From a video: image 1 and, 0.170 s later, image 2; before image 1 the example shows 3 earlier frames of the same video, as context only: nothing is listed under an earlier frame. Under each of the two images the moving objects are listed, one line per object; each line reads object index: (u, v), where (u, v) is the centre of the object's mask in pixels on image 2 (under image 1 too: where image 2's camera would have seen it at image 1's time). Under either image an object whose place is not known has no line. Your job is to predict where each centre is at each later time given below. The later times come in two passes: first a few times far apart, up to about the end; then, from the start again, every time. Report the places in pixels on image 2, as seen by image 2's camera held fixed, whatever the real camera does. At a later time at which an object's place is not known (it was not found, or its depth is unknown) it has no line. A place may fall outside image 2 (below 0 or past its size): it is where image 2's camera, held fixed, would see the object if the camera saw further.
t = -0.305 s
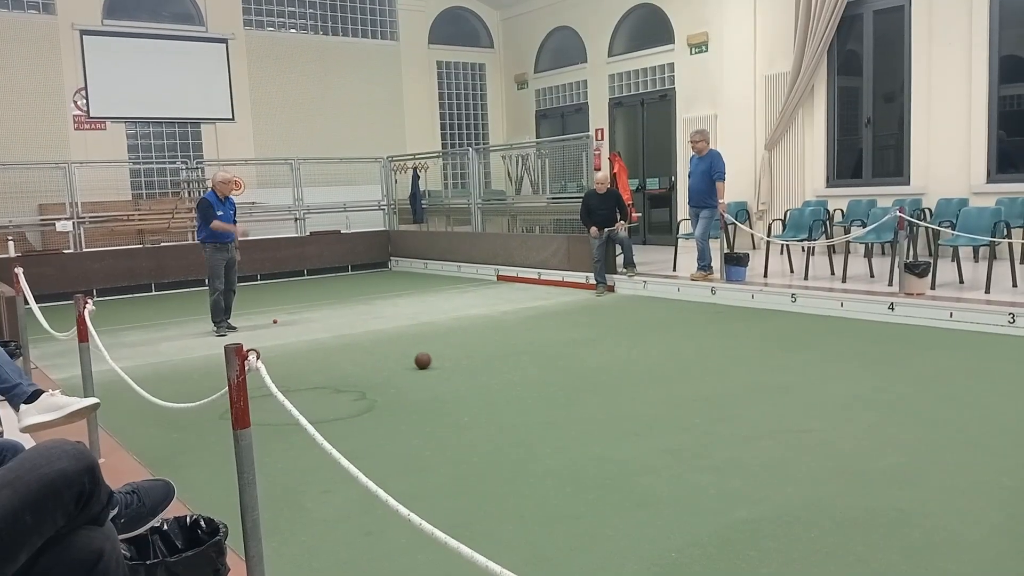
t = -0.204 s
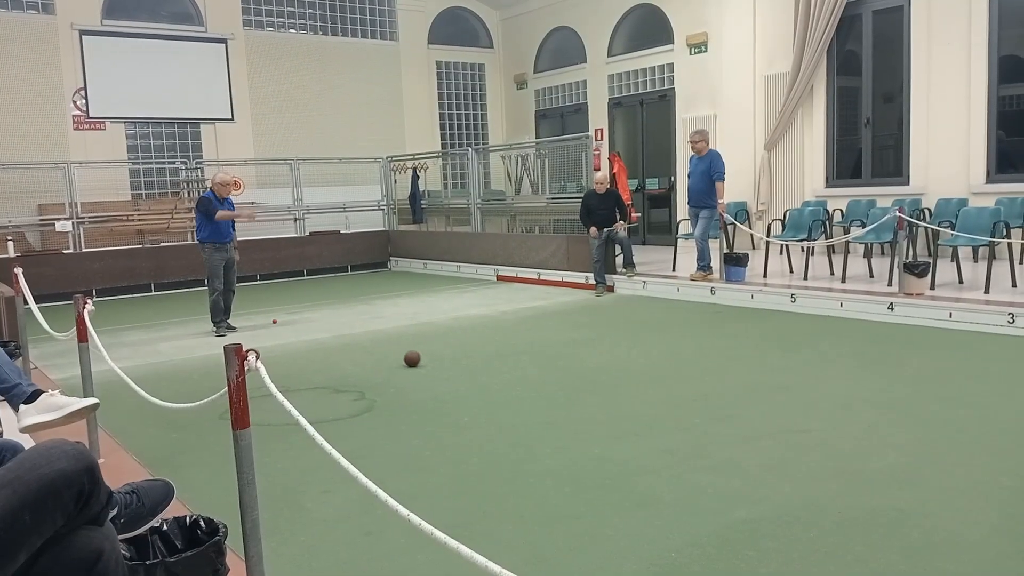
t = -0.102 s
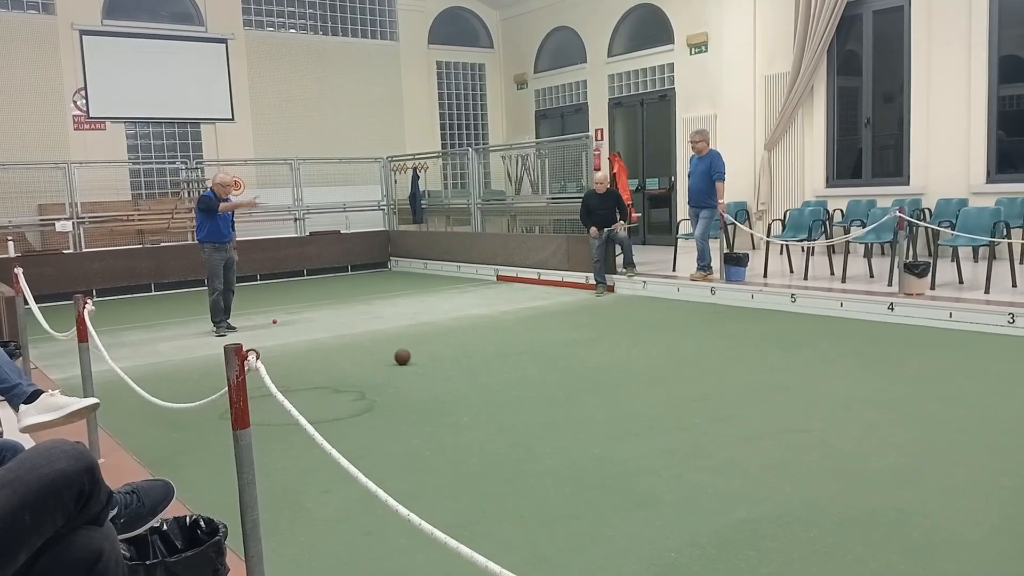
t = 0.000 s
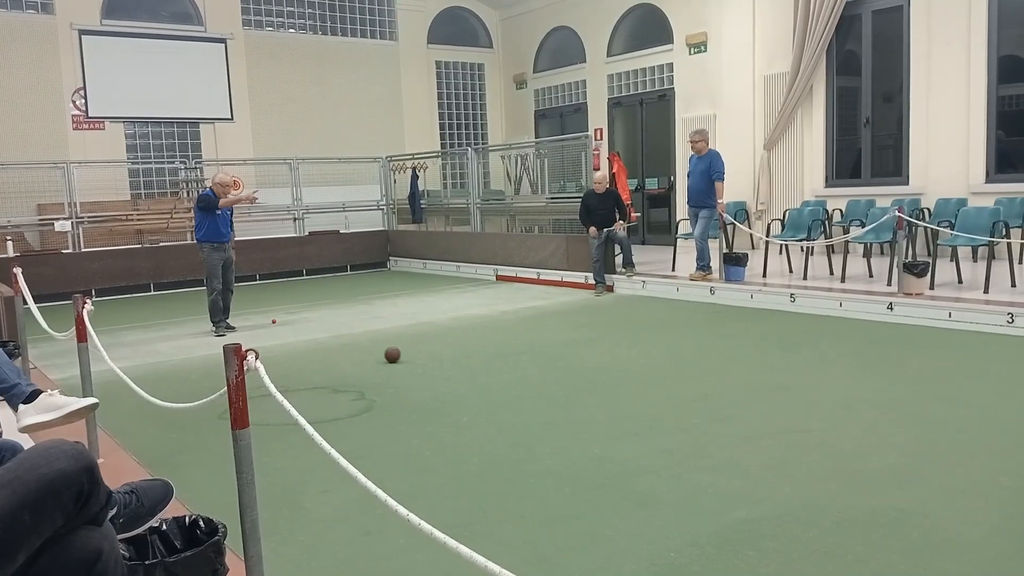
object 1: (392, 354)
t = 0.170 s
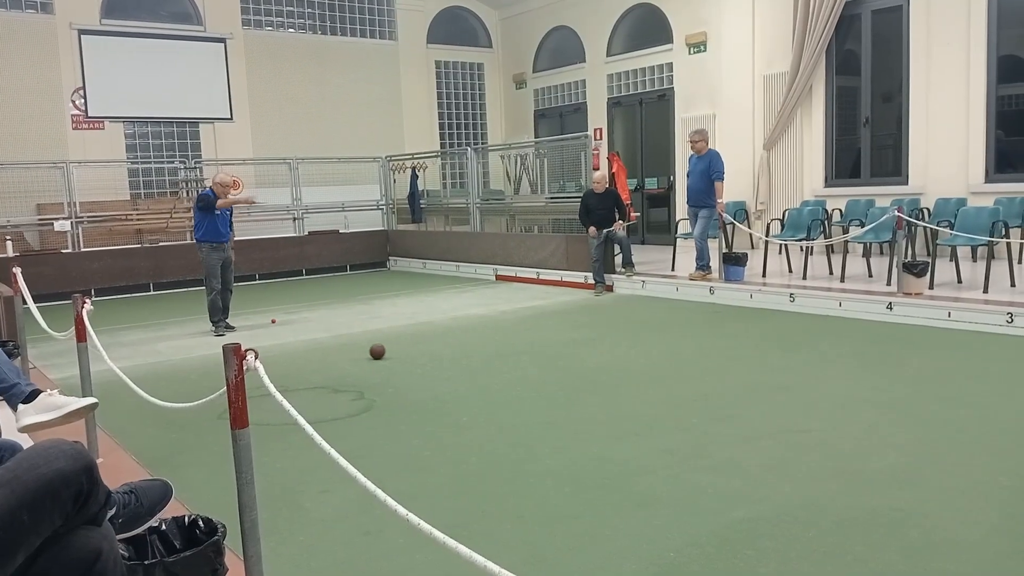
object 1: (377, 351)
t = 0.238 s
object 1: (372, 350)
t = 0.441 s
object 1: (356, 347)
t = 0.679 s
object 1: (339, 343)
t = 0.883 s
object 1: (326, 341)
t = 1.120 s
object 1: (312, 337)
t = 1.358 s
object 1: (300, 335)
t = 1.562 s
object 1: (289, 332)
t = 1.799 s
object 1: (279, 329)
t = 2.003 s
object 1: (271, 328)
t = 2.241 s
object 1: (263, 326)
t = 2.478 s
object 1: (255, 323)
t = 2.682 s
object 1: (249, 322)
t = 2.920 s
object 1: (242, 320)
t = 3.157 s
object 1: (237, 319)
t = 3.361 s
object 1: (233, 317)
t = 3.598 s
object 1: (228, 316)
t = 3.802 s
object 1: (224, 315)
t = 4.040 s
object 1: (220, 313)
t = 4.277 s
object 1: (217, 312)
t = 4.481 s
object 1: (213, 311)
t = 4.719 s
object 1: (210, 310)
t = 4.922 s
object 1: (208, 309)
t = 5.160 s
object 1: (205, 309)
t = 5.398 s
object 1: (202, 308)
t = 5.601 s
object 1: (199, 307)
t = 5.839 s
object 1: (197, 307)
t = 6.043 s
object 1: (196, 306)
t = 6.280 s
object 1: (194, 306)
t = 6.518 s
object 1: (192, 305)
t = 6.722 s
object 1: (190, 305)
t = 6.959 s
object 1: (189, 304)
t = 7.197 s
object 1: (188, 304)
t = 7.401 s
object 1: (187, 303)
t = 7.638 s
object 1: (186, 303)
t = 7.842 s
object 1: (186, 303)
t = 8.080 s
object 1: (185, 303)
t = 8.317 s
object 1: (184, 302)
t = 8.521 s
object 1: (183, 302)
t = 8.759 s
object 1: (183, 302)
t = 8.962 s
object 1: (184, 302)
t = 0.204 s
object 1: (374, 351)
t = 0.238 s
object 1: (372, 350)
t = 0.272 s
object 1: (369, 350)
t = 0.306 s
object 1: (366, 349)
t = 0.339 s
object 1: (363, 349)
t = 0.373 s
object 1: (361, 348)
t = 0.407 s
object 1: (358, 347)
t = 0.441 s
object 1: (356, 347)
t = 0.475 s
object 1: (353, 346)
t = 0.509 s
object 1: (351, 346)
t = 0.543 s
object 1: (348, 345)
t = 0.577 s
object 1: (346, 345)
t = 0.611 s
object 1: (343, 344)
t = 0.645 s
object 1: (341, 344)
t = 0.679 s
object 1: (339, 343)
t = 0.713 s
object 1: (337, 343)
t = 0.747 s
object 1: (335, 342)
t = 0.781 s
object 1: (332, 342)
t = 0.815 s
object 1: (330, 342)
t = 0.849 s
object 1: (328, 341)
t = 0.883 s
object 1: (326, 341)
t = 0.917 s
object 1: (324, 340)
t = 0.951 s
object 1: (322, 340)
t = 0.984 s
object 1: (320, 339)
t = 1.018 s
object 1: (318, 339)
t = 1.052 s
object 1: (316, 338)
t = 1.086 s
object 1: (314, 338)
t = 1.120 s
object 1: (312, 337)
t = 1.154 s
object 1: (310, 337)
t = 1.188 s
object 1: (308, 337)
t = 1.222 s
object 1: (307, 336)
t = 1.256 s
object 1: (305, 336)
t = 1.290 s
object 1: (303, 335)
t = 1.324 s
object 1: (302, 335)
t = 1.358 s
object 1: (300, 335)
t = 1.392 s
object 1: (298, 334)
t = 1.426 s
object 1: (297, 334)
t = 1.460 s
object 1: (295, 333)
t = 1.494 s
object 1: (294, 333)
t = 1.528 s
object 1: (292, 333)
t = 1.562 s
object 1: (289, 332)
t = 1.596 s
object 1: (287, 332)
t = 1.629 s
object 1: (286, 331)
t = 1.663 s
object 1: (285, 331)
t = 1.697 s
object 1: (283, 330)
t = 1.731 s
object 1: (282, 330)
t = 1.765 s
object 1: (280, 330)
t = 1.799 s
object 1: (279, 329)
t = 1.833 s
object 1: (278, 329)
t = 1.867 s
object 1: (276, 329)
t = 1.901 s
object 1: (275, 329)
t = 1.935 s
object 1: (273, 328)
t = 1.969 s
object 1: (272, 328)
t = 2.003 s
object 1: (271, 328)
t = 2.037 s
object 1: (270, 327)
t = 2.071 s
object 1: (269, 327)
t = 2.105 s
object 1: (267, 327)
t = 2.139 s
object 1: (266, 326)
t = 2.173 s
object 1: (265, 326)
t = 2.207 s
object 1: (264, 326)
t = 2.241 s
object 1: (263, 326)
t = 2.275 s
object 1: (261, 325)
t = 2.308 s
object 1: (260, 325)
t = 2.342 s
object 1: (259, 325)
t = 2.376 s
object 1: (258, 324)
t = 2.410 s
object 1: (257, 324)
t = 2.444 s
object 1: (256, 324)
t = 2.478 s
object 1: (255, 323)
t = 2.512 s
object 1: (254, 323)
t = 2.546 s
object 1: (253, 323)
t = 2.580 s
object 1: (252, 323)
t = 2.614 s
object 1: (251, 322)
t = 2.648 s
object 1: (250, 322)
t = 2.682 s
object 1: (249, 322)
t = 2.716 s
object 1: (248, 322)
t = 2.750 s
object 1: (247, 321)
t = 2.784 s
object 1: (246, 321)
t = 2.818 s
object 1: (245, 321)
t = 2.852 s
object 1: (245, 321)
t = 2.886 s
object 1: (244, 320)
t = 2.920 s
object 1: (242, 320)
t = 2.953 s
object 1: (242, 320)
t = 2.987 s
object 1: (241, 320)
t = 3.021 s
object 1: (240, 319)
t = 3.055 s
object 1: (239, 319)
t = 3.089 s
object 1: (238, 319)
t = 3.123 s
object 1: (237, 319)
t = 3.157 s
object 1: (237, 319)
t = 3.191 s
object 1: (236, 318)
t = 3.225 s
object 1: (236, 318)
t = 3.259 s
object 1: (235, 318)
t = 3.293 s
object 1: (234, 318)
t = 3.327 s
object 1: (233, 317)
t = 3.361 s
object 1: (233, 317)
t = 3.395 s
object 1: (232, 317)
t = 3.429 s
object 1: (231, 317)
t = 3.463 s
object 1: (230, 317)
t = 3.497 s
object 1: (230, 316)
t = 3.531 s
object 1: (229, 316)
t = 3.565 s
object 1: (229, 316)
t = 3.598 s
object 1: (228, 316)
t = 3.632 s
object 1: (227, 316)
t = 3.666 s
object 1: (227, 315)
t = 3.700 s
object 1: (226, 315)
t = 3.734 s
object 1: (225, 315)
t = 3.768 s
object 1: (225, 315)
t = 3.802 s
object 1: (224, 315)
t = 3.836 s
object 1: (224, 314)
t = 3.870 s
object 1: (223, 314)
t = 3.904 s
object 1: (222, 314)
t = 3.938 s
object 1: (222, 314)
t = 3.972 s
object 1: (221, 314)
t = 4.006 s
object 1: (221, 313)
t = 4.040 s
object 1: (220, 313)
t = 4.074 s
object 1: (220, 313)
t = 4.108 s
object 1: (219, 313)
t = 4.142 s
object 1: (219, 313)
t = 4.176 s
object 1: (218, 313)
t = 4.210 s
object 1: (218, 312)
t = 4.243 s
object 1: (217, 312)
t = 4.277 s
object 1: (217, 312)
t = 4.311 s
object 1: (216, 312)
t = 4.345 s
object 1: (215, 312)
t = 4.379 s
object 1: (215, 311)
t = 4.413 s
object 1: (215, 311)
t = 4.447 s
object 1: (214, 311)
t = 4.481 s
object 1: (213, 311)
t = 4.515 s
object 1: (213, 311)
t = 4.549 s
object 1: (213, 311)
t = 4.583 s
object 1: (212, 311)
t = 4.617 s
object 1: (212, 311)
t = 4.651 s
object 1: (211, 310)
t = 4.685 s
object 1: (210, 310)
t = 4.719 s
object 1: (210, 310)
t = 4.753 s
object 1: (210, 310)
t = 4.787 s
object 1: (209, 310)
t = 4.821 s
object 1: (209, 310)
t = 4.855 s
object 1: (208, 310)
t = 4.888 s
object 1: (208, 309)
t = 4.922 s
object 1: (208, 309)
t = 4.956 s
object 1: (207, 309)
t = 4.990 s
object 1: (207, 309)
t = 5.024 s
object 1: (206, 309)
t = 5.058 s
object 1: (206, 309)
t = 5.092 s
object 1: (205, 309)
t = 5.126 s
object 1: (205, 309)
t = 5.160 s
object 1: (205, 309)
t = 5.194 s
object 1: (204, 308)
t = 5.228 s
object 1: (204, 308)
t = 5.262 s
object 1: (203, 308)
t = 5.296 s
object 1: (203, 308)
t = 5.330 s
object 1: (202, 308)
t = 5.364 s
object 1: (202, 308)
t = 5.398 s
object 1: (202, 308)
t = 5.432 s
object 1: (201, 308)
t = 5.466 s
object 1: (201, 308)
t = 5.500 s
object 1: (200, 308)
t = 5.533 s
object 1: (200, 308)
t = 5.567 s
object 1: (200, 307)
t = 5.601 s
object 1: (199, 307)
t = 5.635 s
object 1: (199, 307)
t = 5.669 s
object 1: (199, 307)
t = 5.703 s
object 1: (198, 307)
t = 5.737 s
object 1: (198, 307)
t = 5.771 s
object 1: (198, 307)
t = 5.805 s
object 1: (198, 307)
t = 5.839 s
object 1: (197, 307)
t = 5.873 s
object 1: (197, 306)
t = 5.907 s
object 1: (197, 306)
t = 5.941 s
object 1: (196, 306)
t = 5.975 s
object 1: (196, 306)
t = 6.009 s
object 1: (196, 306)
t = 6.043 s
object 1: (196, 306)
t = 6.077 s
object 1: (195, 306)
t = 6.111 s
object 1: (195, 306)
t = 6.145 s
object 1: (195, 306)
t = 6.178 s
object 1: (195, 306)
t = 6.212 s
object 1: (194, 306)
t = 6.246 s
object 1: (194, 306)
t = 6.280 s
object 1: (194, 306)
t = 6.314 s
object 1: (194, 305)
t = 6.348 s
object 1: (193, 305)
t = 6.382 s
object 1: (193, 305)
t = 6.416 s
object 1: (193, 305)
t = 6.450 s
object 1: (193, 305)
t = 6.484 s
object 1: (192, 305)
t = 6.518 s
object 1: (192, 305)
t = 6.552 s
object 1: (192, 305)
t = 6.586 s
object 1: (191, 305)
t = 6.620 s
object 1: (191, 305)
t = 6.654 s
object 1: (191, 305)
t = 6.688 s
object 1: (191, 305)
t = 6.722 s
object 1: (190, 305)
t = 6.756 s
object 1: (190, 305)
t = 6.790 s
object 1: (190, 305)
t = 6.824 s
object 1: (190, 304)
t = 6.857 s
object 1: (190, 304)
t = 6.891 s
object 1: (189, 304)
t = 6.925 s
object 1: (189, 304)
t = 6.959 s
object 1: (189, 304)
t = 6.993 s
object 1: (189, 304)
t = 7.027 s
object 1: (189, 304)
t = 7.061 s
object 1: (188, 304)
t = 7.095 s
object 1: (188, 304)
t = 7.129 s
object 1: (188, 304)
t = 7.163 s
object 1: (188, 304)
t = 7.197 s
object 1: (188, 304)
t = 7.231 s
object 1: (188, 304)
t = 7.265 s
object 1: (188, 304)
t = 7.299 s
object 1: (187, 304)
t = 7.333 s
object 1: (187, 304)
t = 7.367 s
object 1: (187, 303)
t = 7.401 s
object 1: (187, 303)
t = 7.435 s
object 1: (187, 303)
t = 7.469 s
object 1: (187, 303)
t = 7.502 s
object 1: (187, 303)
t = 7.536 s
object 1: (186, 303)
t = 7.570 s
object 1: (186, 303)
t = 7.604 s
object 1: (186, 303)
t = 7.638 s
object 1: (186, 303)
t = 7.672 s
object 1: (186, 303)
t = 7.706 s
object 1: (186, 303)
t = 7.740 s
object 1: (186, 303)
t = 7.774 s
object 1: (186, 303)
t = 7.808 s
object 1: (186, 303)
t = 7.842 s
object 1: (186, 303)
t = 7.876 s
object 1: (186, 303)
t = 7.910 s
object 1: (186, 303)
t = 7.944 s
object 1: (185, 303)
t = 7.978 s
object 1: (185, 303)
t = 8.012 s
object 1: (185, 303)
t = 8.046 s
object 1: (185, 303)
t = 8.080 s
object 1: (185, 303)
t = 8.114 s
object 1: (185, 303)
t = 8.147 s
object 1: (185, 303)
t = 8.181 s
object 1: (185, 303)
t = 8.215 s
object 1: (184, 303)
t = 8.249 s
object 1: (184, 303)
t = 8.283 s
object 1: (184, 302)
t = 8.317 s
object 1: (184, 302)
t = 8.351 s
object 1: (184, 302)
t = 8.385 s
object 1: (184, 303)
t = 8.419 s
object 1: (184, 302)
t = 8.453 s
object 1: (183, 302)
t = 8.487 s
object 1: (183, 302)
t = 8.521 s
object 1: (183, 302)
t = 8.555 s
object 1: (183, 302)
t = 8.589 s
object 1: (183, 302)
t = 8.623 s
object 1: (184, 302)
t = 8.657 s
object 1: (183, 302)
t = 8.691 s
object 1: (183, 302)
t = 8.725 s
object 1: (183, 302)
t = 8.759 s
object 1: (183, 302)
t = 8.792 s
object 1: (183, 302)
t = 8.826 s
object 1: (183, 302)
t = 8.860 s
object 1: (183, 302)
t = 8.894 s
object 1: (183, 302)
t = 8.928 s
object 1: (183, 302)
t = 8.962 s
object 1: (184, 302)
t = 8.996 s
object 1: (184, 302)
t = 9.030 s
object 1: (184, 302)
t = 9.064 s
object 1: (184, 302)
